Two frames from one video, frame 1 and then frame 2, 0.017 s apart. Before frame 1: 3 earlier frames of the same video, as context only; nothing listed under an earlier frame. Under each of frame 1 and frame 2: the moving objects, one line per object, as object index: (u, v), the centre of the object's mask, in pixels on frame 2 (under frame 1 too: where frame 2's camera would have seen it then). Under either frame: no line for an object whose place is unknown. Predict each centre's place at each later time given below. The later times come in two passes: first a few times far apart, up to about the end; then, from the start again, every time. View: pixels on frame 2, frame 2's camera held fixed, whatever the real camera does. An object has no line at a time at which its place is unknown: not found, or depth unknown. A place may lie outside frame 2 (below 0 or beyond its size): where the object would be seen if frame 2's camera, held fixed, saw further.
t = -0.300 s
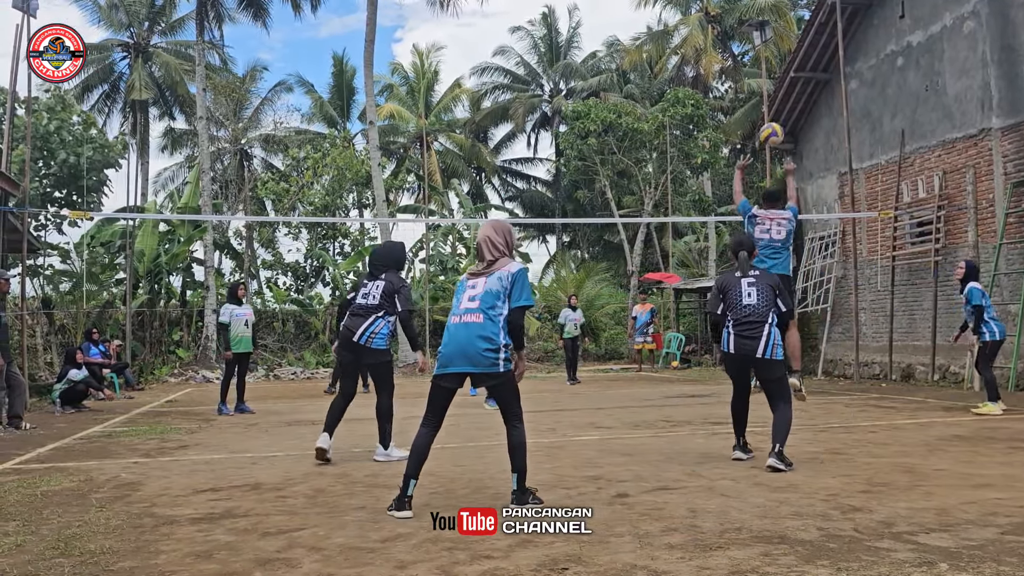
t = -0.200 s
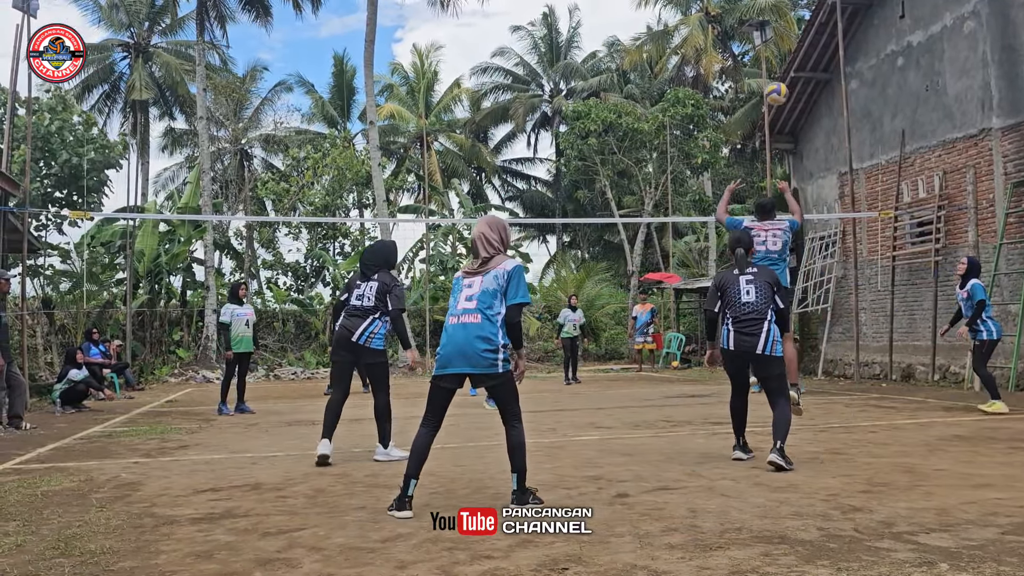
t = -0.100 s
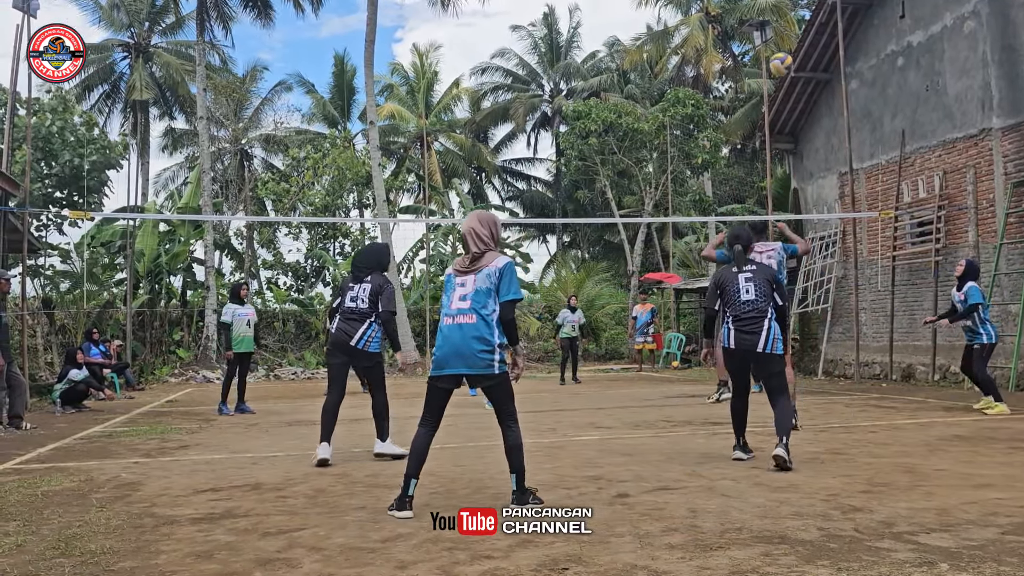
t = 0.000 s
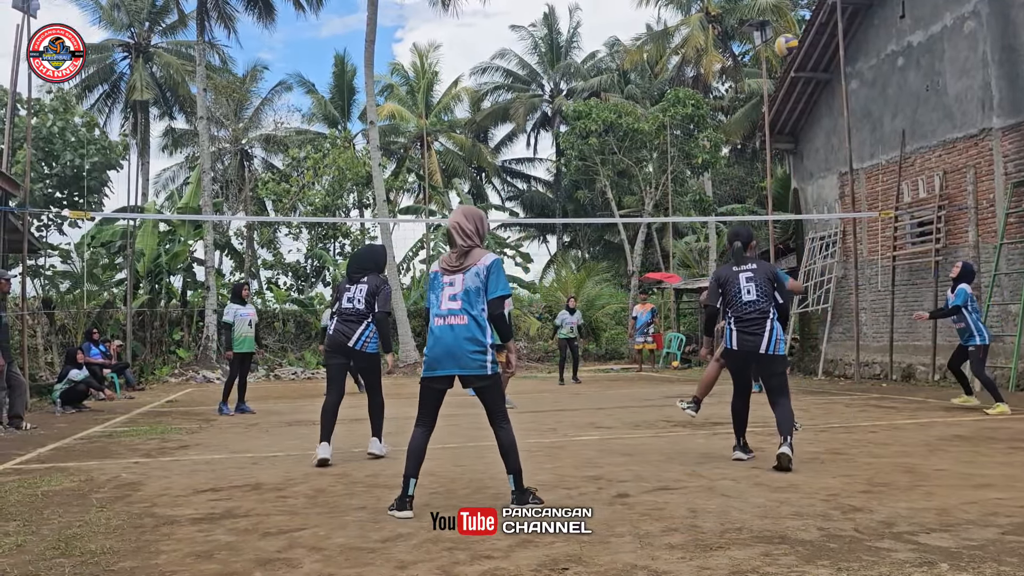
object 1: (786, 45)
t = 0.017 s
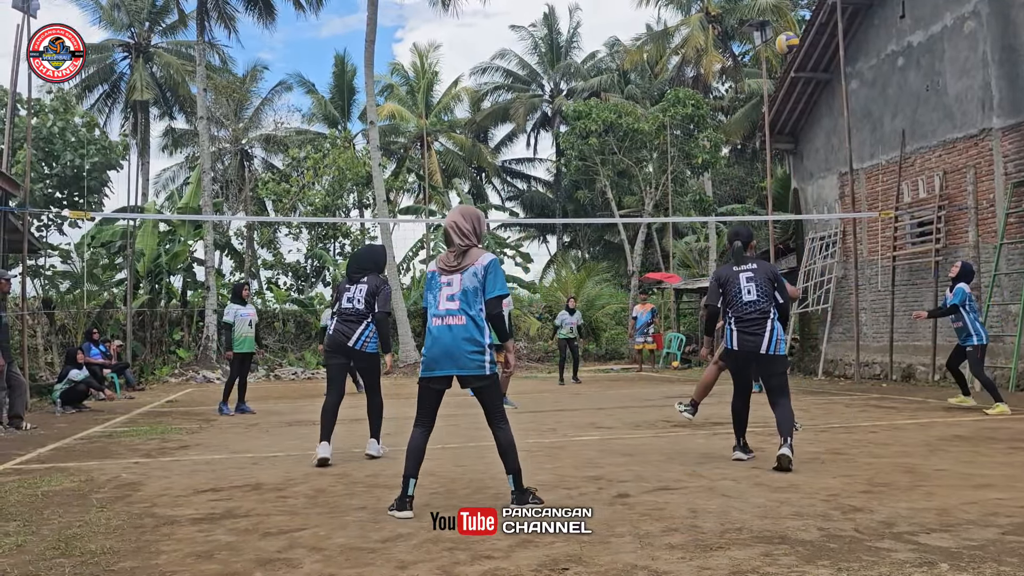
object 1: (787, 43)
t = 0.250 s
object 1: (800, 43)
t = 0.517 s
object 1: (816, 106)
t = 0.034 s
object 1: (787, 41)
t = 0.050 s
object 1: (788, 40)
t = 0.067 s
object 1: (789, 38)
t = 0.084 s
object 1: (790, 37)
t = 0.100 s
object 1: (791, 36)
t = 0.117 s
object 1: (792, 35)
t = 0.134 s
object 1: (793, 35)
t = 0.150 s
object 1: (794, 35)
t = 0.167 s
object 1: (795, 36)
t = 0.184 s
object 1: (796, 36)
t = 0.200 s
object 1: (797, 37)
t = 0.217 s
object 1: (798, 40)
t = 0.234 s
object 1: (799, 41)
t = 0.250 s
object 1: (800, 43)
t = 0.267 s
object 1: (801, 45)
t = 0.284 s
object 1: (802, 47)
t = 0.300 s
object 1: (803, 50)
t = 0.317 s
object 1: (804, 53)
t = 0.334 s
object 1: (805, 56)
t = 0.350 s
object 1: (806, 59)
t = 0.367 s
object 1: (807, 63)
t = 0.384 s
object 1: (808, 67)
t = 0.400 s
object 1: (809, 71)
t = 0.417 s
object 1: (810, 75)
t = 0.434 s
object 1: (811, 80)
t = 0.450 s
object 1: (812, 84)
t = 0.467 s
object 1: (813, 90)
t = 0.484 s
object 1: (814, 95)
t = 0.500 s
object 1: (815, 100)
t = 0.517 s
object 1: (816, 106)
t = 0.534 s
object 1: (817, 112)
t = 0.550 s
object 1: (818, 118)
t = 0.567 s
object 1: (819, 125)
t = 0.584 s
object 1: (821, 132)
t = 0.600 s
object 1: (822, 138)
